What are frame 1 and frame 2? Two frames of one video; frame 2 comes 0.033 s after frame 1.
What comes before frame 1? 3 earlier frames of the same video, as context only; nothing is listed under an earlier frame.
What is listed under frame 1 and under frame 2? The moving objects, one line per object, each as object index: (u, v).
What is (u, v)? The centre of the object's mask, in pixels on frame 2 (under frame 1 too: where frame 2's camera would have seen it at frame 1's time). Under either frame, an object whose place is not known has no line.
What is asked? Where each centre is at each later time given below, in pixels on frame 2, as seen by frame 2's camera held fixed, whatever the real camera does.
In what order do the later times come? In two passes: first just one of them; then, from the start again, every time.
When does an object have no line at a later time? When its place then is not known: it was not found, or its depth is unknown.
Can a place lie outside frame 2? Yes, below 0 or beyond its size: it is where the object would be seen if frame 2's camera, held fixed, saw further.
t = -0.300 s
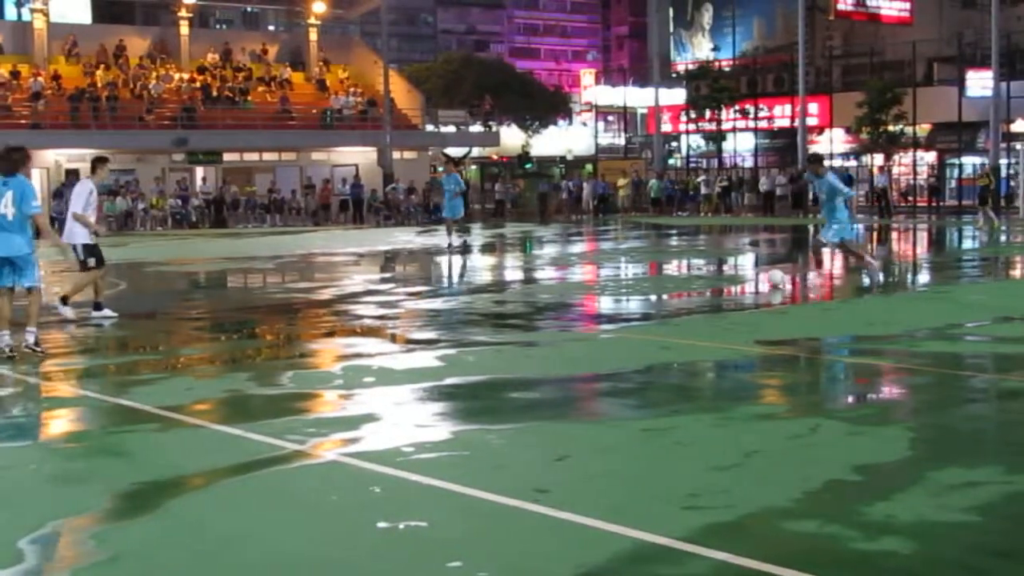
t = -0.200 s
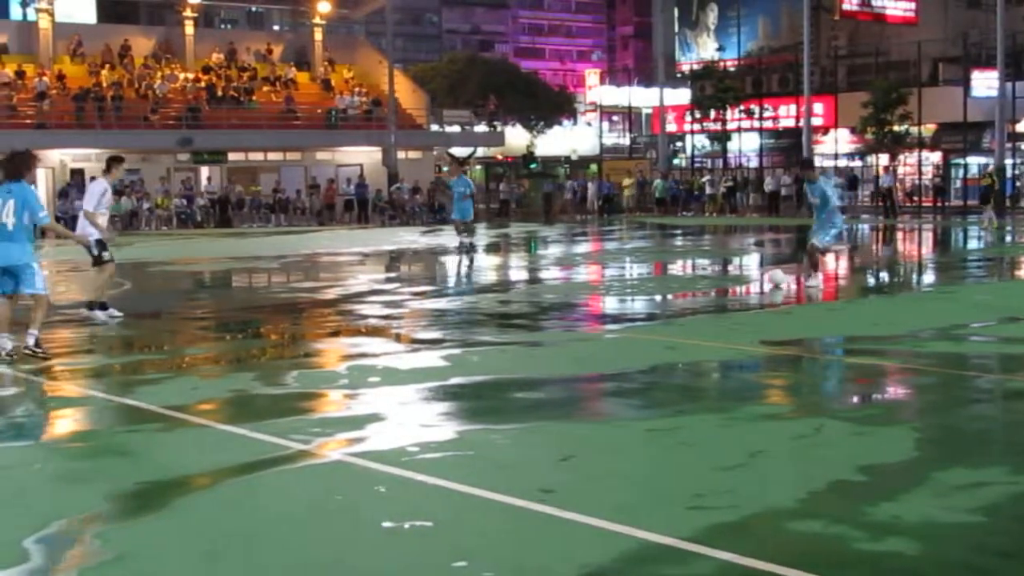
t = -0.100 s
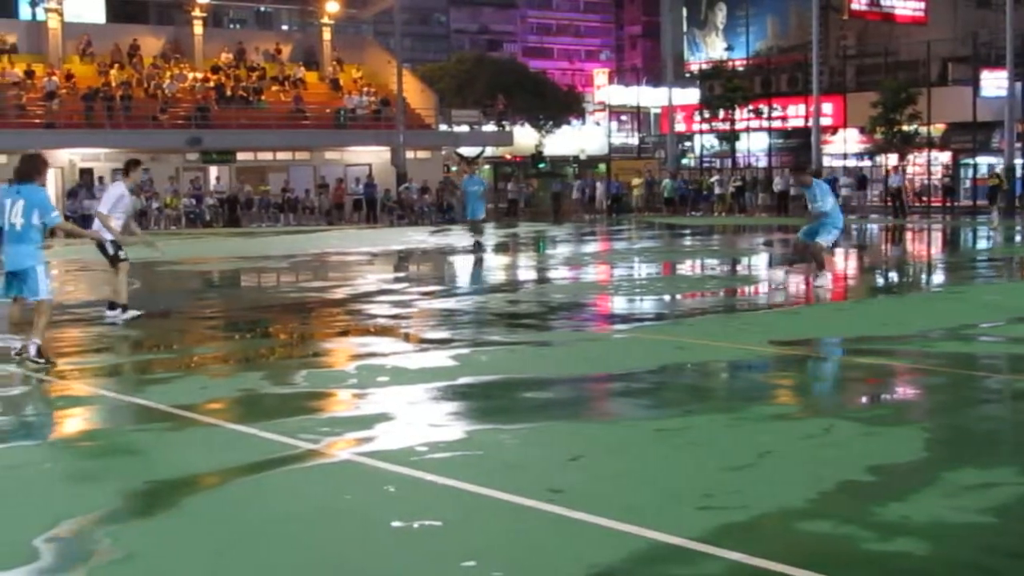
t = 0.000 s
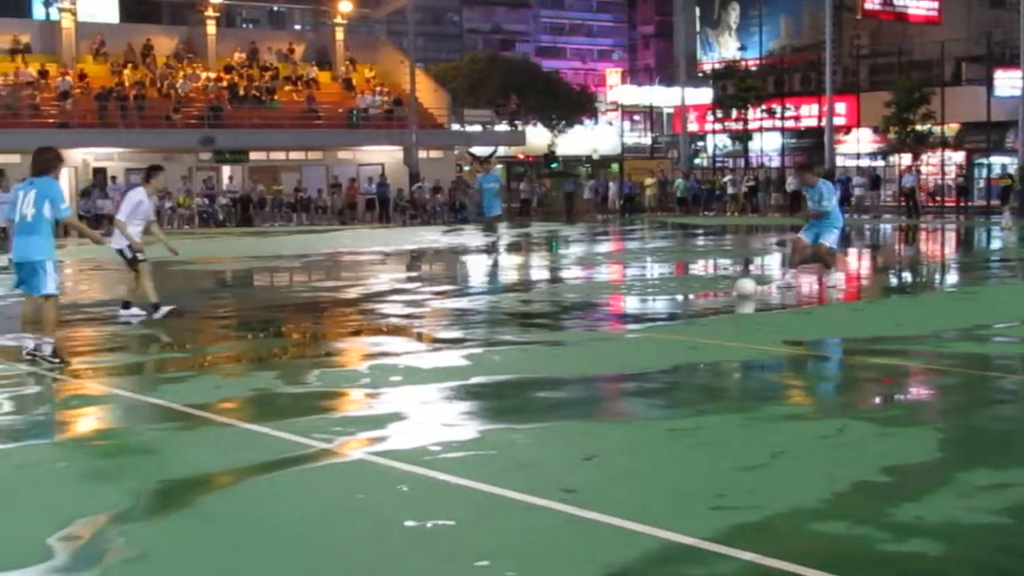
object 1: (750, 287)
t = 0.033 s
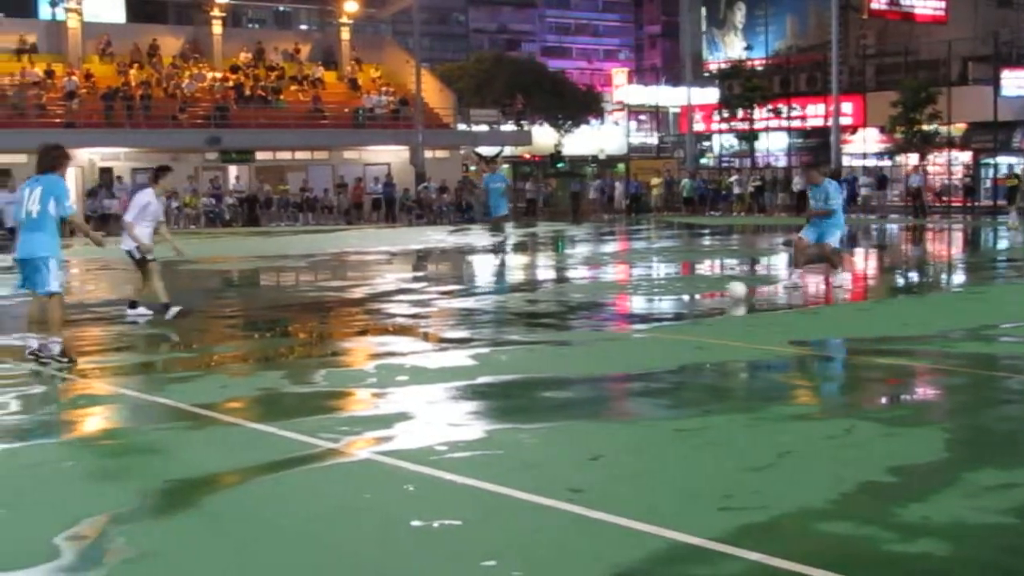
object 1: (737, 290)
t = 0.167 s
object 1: (672, 306)
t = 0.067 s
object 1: (722, 294)
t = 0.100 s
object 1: (702, 299)
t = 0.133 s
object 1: (688, 301)
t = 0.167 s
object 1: (672, 306)
